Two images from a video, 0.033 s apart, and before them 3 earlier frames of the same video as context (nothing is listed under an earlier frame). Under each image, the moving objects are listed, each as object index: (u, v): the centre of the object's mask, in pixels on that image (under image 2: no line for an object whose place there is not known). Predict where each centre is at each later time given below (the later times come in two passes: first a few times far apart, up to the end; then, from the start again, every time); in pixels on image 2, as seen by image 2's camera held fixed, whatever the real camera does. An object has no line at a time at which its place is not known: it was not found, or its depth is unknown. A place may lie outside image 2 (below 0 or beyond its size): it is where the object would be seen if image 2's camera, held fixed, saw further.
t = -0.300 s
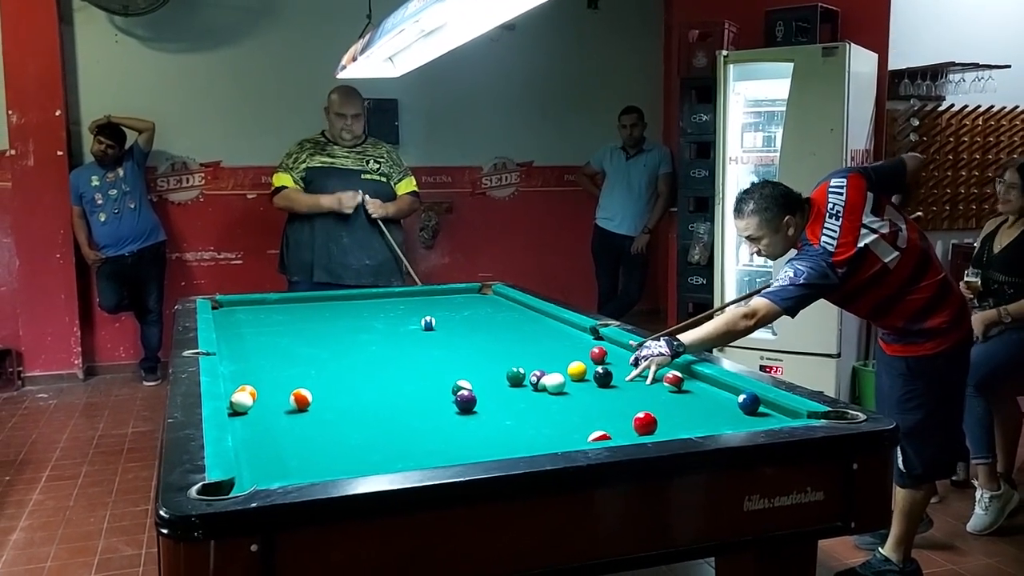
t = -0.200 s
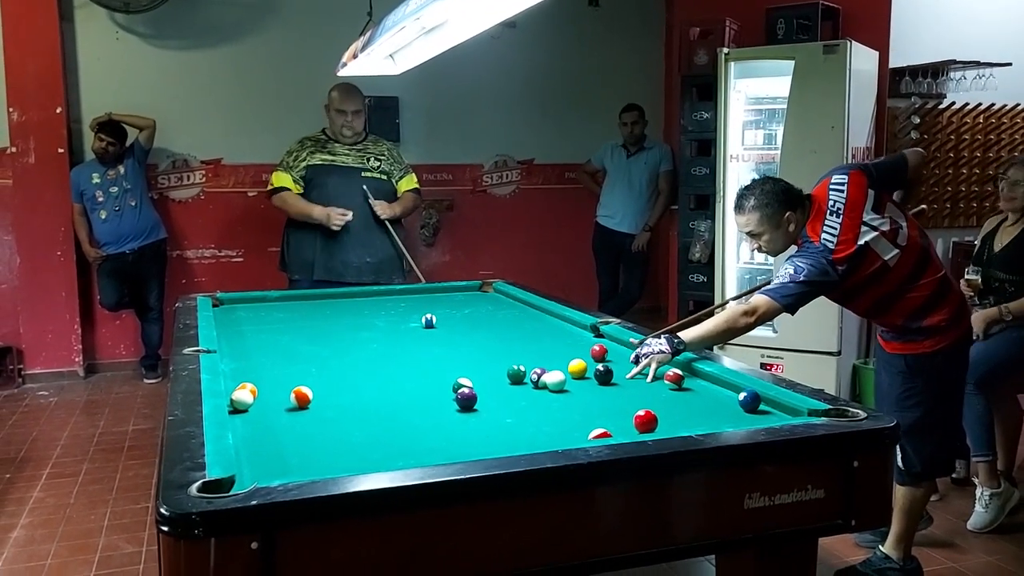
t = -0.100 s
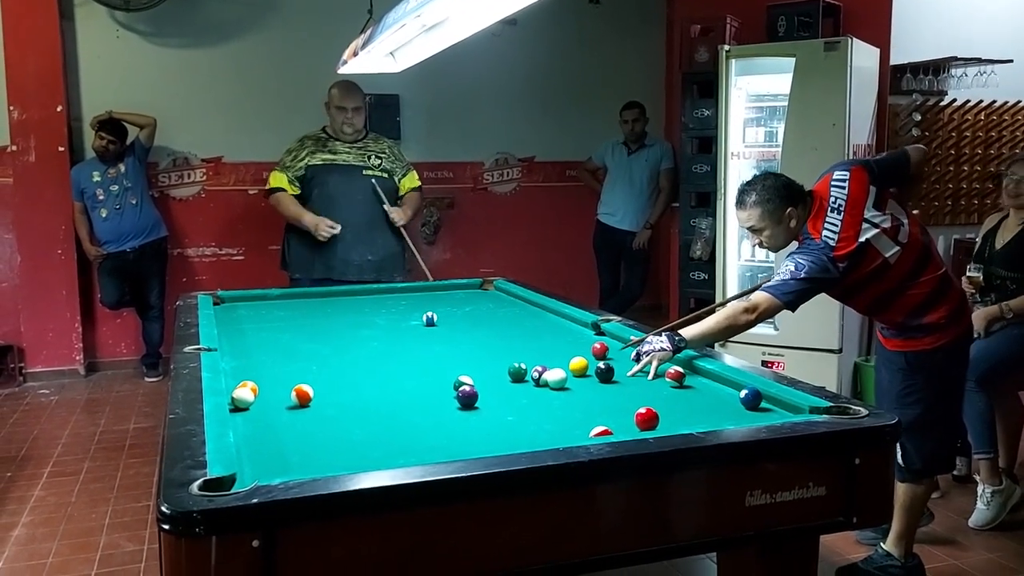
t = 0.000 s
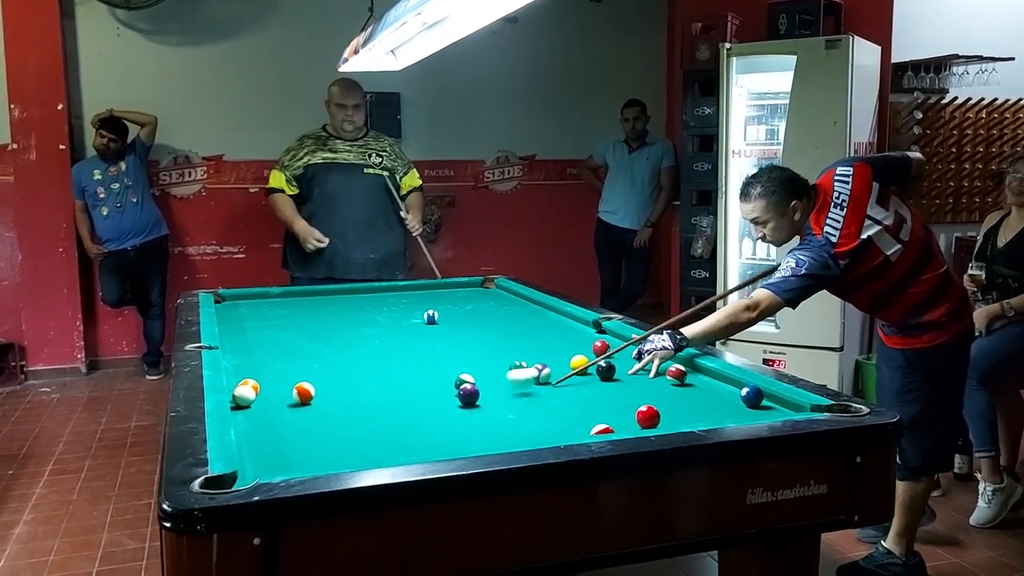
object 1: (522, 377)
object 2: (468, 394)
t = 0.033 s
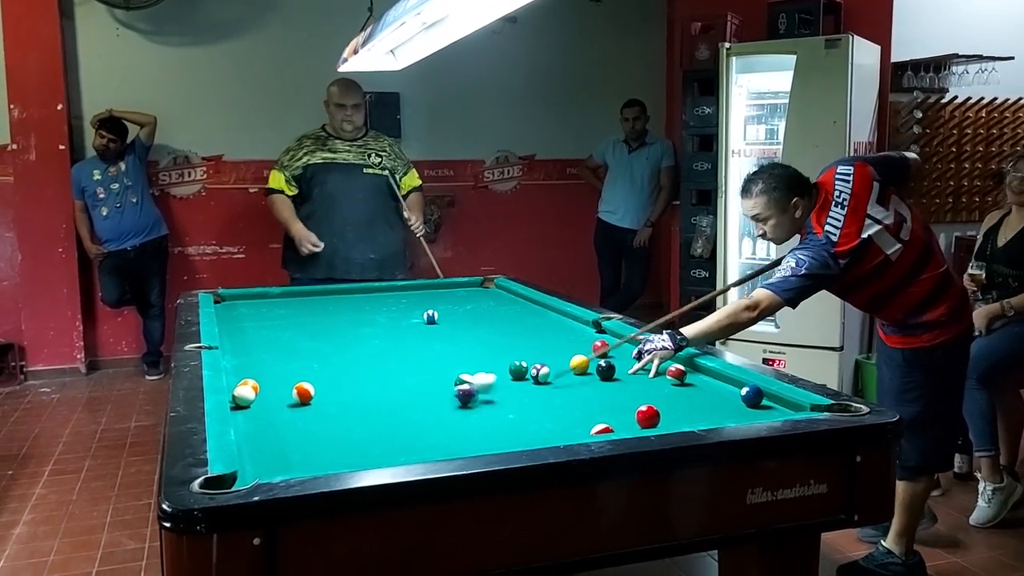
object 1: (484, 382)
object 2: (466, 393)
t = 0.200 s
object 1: (434, 380)
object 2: (293, 444)
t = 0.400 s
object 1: (397, 381)
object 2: (366, 457)
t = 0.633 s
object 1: (364, 376)
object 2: (483, 435)
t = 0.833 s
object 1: (338, 371)
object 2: (562, 413)
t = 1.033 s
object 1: (315, 367)
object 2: (628, 394)
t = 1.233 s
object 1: (294, 363)
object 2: (685, 379)
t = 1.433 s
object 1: (276, 359)
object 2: (688, 375)
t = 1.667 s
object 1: (257, 356)
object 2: (636, 375)
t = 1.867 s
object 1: (242, 354)
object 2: (601, 375)
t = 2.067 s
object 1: (230, 351)
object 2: (570, 378)
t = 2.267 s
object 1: (231, 350)
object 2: (541, 380)
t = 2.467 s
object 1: (243, 348)
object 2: (514, 382)
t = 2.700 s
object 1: (255, 346)
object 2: (484, 385)
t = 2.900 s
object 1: (265, 345)
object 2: (461, 386)
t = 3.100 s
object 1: (273, 344)
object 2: (438, 389)
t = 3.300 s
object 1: (279, 343)
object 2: (418, 390)
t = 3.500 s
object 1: (284, 343)
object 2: (400, 392)
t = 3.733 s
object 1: (289, 342)
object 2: (382, 394)
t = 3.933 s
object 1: (292, 342)
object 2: (368, 396)
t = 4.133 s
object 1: (294, 342)
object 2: (357, 397)
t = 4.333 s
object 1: (295, 341)
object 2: (349, 398)
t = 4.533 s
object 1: (295, 341)
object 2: (342, 399)
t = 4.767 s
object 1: (295, 341)
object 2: (338, 400)
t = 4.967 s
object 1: (295, 341)
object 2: (337, 400)
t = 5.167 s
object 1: (295, 341)
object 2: (338, 400)
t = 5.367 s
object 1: (295, 341)
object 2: (338, 400)
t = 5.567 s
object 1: (295, 341)
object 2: (338, 400)
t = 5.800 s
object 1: (295, 341)
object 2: (338, 400)
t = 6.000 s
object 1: (294, 341)
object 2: (338, 400)
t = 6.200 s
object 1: (295, 341)
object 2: (338, 400)
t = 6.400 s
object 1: (295, 341)
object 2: (338, 400)
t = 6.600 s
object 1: (295, 341)
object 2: (338, 400)
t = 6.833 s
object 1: (294, 341)
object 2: (338, 399)
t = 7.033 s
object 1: (294, 341)
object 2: (338, 400)
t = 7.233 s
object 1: (294, 341)
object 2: (337, 400)
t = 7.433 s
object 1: (294, 341)
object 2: (338, 400)
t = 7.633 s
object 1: (295, 341)
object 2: (338, 400)
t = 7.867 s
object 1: (294, 341)
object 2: (338, 400)
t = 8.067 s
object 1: (294, 341)
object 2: (337, 400)
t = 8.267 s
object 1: (294, 341)
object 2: (338, 400)
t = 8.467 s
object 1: (294, 341)
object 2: (338, 401)
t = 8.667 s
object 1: (294, 341)
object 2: (338, 400)
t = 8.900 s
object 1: (294, 341)
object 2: (339, 400)
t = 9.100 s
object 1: (295, 341)
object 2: (339, 400)
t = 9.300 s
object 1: (295, 341)
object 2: (338, 400)
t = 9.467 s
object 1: (295, 341)
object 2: (338, 400)
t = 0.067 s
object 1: (471, 376)
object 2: (437, 400)
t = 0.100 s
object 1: (462, 372)
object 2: (404, 410)
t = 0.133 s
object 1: (452, 371)
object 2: (369, 422)
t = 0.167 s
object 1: (443, 374)
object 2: (332, 433)
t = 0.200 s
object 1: (434, 380)
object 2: (293, 444)
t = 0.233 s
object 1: (426, 383)
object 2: (253, 457)
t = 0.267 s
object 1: (419, 380)
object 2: (267, 460)
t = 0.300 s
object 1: (413, 381)
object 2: (293, 459)
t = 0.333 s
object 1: (407, 382)
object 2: (319, 459)
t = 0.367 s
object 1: (402, 382)
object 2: (343, 457)
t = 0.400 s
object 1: (397, 381)
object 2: (366, 457)
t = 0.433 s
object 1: (392, 380)
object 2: (387, 454)
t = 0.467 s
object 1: (387, 380)
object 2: (404, 450)
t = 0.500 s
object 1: (382, 379)
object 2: (421, 448)
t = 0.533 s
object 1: (377, 378)
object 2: (437, 444)
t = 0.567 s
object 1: (373, 377)
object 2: (453, 441)
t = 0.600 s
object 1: (368, 376)
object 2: (468, 438)
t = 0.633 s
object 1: (364, 376)
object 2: (483, 435)
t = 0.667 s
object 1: (359, 375)
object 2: (497, 431)
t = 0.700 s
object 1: (355, 374)
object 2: (511, 427)
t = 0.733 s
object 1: (350, 373)
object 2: (524, 423)
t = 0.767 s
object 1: (346, 372)
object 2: (537, 420)
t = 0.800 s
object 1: (342, 371)
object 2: (549, 417)
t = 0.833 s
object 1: (338, 371)
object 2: (562, 413)
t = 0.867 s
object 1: (334, 370)
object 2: (573, 410)
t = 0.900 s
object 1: (330, 369)
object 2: (585, 406)
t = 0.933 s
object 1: (326, 369)
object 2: (596, 403)
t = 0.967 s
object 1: (322, 368)
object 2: (607, 400)
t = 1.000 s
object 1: (318, 367)
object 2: (618, 397)
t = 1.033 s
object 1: (315, 367)
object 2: (628, 394)
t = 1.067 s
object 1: (311, 366)
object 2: (638, 391)
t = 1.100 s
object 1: (307, 365)
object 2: (648, 389)
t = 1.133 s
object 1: (304, 365)
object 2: (657, 386)
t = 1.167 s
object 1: (301, 364)
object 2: (666, 384)
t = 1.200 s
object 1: (297, 363)
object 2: (676, 381)
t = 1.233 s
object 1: (294, 363)
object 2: (685, 379)
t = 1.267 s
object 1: (291, 362)
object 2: (695, 377)
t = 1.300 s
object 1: (288, 362)
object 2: (704, 377)
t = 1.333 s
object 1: (284, 361)
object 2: (714, 376)
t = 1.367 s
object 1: (281, 361)
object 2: (705, 376)
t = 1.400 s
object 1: (279, 360)
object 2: (696, 375)
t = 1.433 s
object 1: (276, 359)
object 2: (688, 375)
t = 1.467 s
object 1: (273, 359)
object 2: (681, 375)
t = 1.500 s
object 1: (270, 358)
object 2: (673, 374)
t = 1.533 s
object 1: (267, 358)
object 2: (666, 374)
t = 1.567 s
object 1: (264, 358)
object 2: (659, 374)
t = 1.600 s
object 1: (262, 357)
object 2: (651, 375)
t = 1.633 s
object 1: (259, 357)
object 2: (644, 374)
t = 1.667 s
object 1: (257, 356)
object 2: (636, 375)
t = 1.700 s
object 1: (254, 356)
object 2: (629, 374)
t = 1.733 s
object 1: (251, 355)
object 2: (622, 374)
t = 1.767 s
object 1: (249, 355)
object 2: (616, 374)
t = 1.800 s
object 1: (246, 354)
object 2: (610, 374)
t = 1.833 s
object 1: (244, 354)
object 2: (605, 375)
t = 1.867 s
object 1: (242, 354)
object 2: (601, 375)
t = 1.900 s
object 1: (240, 353)
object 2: (595, 375)
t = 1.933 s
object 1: (238, 353)
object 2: (590, 376)
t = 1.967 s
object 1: (236, 352)
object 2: (585, 376)
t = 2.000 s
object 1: (234, 352)
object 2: (580, 377)
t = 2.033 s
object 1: (232, 352)
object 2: (576, 378)
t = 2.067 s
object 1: (230, 351)
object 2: (570, 378)
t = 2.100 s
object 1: (228, 351)
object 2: (565, 378)
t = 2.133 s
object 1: (227, 350)
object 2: (561, 378)
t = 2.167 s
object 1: (226, 350)
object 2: (556, 379)
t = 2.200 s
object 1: (228, 350)
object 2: (551, 379)
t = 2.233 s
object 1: (229, 350)
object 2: (546, 380)
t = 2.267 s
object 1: (231, 350)
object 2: (541, 380)
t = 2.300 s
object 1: (233, 349)
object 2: (536, 380)
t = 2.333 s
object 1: (235, 349)
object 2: (532, 381)
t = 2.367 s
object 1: (237, 349)
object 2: (528, 381)
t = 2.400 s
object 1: (239, 348)
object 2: (523, 381)
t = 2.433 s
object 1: (241, 348)
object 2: (518, 382)
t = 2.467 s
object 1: (243, 348)
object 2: (514, 382)
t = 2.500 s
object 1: (245, 347)
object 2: (510, 382)
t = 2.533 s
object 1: (247, 347)
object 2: (505, 382)
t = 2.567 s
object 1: (249, 347)
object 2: (501, 383)
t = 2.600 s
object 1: (250, 346)
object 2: (497, 383)
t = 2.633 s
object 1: (252, 346)
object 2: (492, 384)
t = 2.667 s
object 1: (254, 346)
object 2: (488, 384)
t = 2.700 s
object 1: (255, 346)
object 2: (484, 385)
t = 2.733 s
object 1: (257, 346)
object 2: (480, 385)
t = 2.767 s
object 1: (259, 346)
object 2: (476, 386)
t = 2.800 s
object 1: (260, 345)
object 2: (472, 385)
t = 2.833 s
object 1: (262, 345)
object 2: (468, 386)
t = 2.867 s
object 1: (263, 345)
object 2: (464, 386)
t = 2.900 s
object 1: (265, 345)
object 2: (461, 386)
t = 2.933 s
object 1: (266, 345)
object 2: (456, 387)
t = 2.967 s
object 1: (267, 344)
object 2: (453, 387)
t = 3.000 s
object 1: (269, 344)
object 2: (449, 388)
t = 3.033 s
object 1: (270, 344)
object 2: (446, 388)
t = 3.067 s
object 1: (272, 344)
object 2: (442, 388)
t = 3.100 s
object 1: (273, 344)
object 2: (438, 389)
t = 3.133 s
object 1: (274, 344)
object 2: (435, 389)
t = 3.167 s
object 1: (275, 344)
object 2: (431, 389)
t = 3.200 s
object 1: (276, 344)
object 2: (428, 389)
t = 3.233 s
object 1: (277, 343)
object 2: (425, 389)
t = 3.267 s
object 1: (278, 343)
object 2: (421, 390)
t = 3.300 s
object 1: (279, 343)
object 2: (418, 390)
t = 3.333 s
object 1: (280, 343)
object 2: (415, 391)
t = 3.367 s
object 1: (281, 343)
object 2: (412, 391)
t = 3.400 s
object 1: (282, 343)
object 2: (409, 391)
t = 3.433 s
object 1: (283, 343)
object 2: (406, 392)
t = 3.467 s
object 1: (284, 343)
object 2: (403, 392)
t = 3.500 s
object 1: (284, 343)
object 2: (400, 392)
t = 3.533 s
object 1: (285, 343)
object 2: (397, 393)
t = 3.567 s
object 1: (285, 342)
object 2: (394, 393)
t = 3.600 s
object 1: (286, 342)
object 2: (392, 393)
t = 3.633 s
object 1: (287, 342)
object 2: (389, 393)
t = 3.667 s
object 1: (288, 342)
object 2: (387, 394)
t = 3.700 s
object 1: (289, 342)
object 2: (384, 394)
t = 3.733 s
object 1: (289, 342)
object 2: (382, 394)
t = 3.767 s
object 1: (290, 342)
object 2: (379, 395)
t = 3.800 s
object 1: (290, 342)
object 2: (377, 395)
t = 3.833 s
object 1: (291, 342)
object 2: (375, 395)
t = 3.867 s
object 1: (291, 342)
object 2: (373, 395)
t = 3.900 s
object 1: (292, 342)
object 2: (370, 395)
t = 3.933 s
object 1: (292, 342)
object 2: (368, 396)
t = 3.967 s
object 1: (292, 342)
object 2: (366, 396)
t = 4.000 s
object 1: (293, 342)
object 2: (364, 396)
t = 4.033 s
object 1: (293, 342)
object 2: (362, 396)
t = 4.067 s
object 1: (293, 342)
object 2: (361, 396)
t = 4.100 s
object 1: (294, 342)
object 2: (359, 397)
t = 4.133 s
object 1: (294, 342)
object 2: (357, 397)
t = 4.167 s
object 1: (294, 341)
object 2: (356, 397)
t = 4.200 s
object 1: (294, 342)
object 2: (354, 398)
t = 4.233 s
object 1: (295, 341)
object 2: (353, 397)
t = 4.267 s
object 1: (295, 341)
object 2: (352, 398)
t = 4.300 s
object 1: (295, 341)
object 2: (350, 398)
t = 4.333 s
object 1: (295, 341)
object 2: (349, 398)
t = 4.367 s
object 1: (295, 341)
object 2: (348, 398)
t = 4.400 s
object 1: (295, 341)
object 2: (347, 398)
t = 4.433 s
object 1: (295, 341)
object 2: (345, 398)
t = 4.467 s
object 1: (295, 341)
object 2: (344, 398)
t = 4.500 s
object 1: (295, 341)
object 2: (343, 399)
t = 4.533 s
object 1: (295, 341)
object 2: (342, 399)
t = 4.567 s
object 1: (295, 341)
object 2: (342, 399)
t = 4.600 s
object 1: (295, 341)
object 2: (341, 399)
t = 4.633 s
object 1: (295, 341)
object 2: (340, 399)
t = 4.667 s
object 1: (295, 341)
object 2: (340, 399)
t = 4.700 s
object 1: (295, 341)
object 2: (339, 400)
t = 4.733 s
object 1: (295, 341)
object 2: (339, 400)
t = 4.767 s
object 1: (295, 341)
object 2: (338, 400)
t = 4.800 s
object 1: (295, 341)
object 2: (338, 400)
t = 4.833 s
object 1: (295, 341)
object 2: (338, 400)
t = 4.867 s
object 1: (295, 341)
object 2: (338, 400)
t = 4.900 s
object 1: (295, 341)
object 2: (338, 400)
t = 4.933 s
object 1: (295, 341)
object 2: (338, 400)
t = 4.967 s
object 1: (295, 341)
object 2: (337, 400)
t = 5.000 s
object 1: (295, 341)
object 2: (337, 400)
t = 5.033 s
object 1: (295, 341)
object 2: (338, 400)
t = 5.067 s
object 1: (295, 341)
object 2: (337, 400)
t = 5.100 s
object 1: (295, 341)
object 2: (337, 400)
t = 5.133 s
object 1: (295, 341)
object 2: (338, 400)
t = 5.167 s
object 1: (295, 341)
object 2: (338, 400)
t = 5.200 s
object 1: (295, 341)
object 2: (338, 400)
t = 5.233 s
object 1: (295, 341)
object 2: (338, 400)
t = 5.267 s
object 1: (295, 341)
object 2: (338, 400)
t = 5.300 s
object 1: (295, 341)
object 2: (338, 400)
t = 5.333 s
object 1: (295, 341)
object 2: (338, 400)
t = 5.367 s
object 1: (295, 341)
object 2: (338, 400)
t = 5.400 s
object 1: (295, 341)
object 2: (338, 400)
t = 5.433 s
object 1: (295, 341)
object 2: (338, 400)
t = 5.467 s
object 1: (295, 341)
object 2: (338, 400)
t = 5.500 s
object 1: (295, 341)
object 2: (338, 400)
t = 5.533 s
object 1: (295, 341)
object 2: (337, 400)
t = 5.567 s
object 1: (295, 341)
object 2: (338, 400)
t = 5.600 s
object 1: (294, 341)
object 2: (337, 400)
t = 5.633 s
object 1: (294, 341)
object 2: (337, 400)
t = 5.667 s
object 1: (294, 341)
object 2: (337, 400)
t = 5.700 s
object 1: (294, 341)
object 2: (337, 400)
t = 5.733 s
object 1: (294, 341)
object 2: (337, 400)
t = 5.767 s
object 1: (294, 341)
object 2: (337, 400)
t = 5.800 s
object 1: (295, 341)
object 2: (338, 400)
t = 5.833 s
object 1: (294, 341)
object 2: (337, 399)
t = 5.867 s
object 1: (295, 341)
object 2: (338, 400)
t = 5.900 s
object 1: (294, 341)
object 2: (338, 400)
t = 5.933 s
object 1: (294, 341)
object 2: (338, 400)
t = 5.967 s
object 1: (294, 341)
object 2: (338, 400)
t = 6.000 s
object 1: (294, 341)
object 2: (338, 400)
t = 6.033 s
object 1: (294, 341)
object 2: (338, 400)
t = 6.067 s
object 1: (294, 341)
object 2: (338, 400)
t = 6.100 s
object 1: (295, 341)
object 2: (338, 400)
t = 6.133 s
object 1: (294, 341)
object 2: (338, 400)
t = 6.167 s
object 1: (294, 341)
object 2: (338, 400)
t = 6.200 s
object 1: (295, 341)
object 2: (338, 400)
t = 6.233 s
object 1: (294, 341)
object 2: (338, 400)
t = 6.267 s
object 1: (294, 341)
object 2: (338, 400)
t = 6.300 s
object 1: (294, 341)
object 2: (338, 400)
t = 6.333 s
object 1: (294, 341)
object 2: (338, 400)
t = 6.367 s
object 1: (294, 341)
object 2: (338, 400)
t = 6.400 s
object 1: (295, 341)
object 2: (338, 400)
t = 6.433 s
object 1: (295, 341)
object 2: (338, 400)
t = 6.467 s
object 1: (295, 341)
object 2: (338, 400)
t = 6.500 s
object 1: (294, 341)
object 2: (338, 400)
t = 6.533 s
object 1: (295, 341)
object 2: (338, 400)
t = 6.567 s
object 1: (295, 341)
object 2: (338, 400)
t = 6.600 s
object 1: (295, 341)
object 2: (338, 400)
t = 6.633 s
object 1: (294, 341)
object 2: (338, 400)
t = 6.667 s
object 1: (294, 341)
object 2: (338, 400)
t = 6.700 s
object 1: (294, 341)
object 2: (338, 400)
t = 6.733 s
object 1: (294, 341)
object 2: (338, 400)
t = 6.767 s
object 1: (295, 341)
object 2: (338, 400)
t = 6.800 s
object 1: (295, 341)
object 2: (338, 400)
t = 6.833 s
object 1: (294, 341)
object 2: (338, 399)
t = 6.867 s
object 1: (294, 341)
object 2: (338, 400)
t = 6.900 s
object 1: (294, 341)
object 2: (338, 400)
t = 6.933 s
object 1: (294, 341)
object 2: (338, 399)
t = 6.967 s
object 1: (294, 341)
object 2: (337, 400)
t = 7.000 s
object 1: (294, 341)
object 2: (338, 400)
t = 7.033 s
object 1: (294, 341)
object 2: (338, 400)
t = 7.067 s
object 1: (294, 341)
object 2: (338, 400)
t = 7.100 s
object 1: (294, 341)
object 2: (338, 400)
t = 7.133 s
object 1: (294, 341)
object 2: (338, 400)
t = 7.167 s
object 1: (294, 341)
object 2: (337, 400)
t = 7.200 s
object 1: (294, 341)
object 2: (337, 400)
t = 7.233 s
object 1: (294, 341)
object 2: (337, 400)
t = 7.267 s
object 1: (294, 341)
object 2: (338, 400)
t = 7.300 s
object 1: (294, 341)
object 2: (338, 400)
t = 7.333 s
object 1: (294, 341)
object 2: (337, 400)
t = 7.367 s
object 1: (294, 341)
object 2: (337, 400)
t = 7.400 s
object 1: (295, 341)
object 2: (337, 400)
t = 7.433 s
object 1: (294, 341)
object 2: (338, 400)
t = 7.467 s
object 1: (295, 341)
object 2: (338, 400)
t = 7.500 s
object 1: (295, 341)
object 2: (338, 400)
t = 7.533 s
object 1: (295, 341)
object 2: (338, 400)
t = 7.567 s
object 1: (295, 341)
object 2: (338, 400)
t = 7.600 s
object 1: (295, 341)
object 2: (338, 400)
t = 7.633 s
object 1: (295, 341)
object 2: (338, 400)
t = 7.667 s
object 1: (295, 341)
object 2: (338, 400)
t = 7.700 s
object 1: (295, 341)
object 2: (338, 400)
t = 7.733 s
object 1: (294, 341)
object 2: (338, 400)
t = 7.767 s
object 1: (294, 341)
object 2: (338, 400)
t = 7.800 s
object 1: (294, 341)
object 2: (338, 401)
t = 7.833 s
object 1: (294, 341)
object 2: (338, 401)
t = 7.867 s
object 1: (294, 341)
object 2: (338, 400)
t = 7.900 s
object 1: (294, 341)
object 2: (338, 400)
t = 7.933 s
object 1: (294, 341)
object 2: (337, 400)
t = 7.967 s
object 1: (294, 341)
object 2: (338, 400)
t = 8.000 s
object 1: (294, 341)
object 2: (338, 400)
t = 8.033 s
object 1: (294, 341)
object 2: (338, 401)
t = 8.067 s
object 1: (294, 341)
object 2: (337, 400)
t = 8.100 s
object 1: (294, 341)
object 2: (337, 400)
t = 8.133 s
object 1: (294, 341)
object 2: (337, 400)
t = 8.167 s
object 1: (294, 341)
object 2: (338, 400)
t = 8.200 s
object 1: (294, 341)
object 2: (338, 400)
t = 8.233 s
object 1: (294, 341)
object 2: (338, 400)
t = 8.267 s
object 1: (294, 341)
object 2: (338, 400)
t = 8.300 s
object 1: (294, 341)
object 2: (338, 400)
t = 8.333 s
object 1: (294, 341)
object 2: (338, 400)
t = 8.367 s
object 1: (294, 341)
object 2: (338, 400)
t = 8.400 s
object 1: (294, 341)
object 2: (338, 400)
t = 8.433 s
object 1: (294, 341)
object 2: (338, 400)
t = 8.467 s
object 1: (294, 341)
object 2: (338, 401)
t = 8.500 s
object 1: (294, 341)
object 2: (338, 401)
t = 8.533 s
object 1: (294, 341)
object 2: (337, 401)
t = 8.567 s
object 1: (294, 341)
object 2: (338, 401)
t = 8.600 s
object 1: (294, 341)
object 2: (338, 401)
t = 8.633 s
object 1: (294, 341)
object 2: (338, 400)
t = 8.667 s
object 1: (294, 341)
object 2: (338, 400)
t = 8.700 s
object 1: (294, 341)
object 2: (338, 400)
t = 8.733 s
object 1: (294, 341)
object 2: (338, 400)
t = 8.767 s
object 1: (294, 341)
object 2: (339, 400)
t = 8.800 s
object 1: (294, 341)
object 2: (339, 400)
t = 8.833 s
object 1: (294, 341)
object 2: (339, 400)
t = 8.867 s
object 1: (294, 341)
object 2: (339, 400)
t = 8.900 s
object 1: (294, 341)
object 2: (339, 400)
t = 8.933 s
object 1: (294, 341)
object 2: (339, 400)
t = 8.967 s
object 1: (295, 341)
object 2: (339, 400)
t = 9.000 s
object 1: (295, 341)
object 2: (339, 400)
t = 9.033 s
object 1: (295, 341)
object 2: (339, 400)
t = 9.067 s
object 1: (295, 341)
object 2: (339, 400)
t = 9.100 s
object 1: (295, 341)
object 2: (339, 400)
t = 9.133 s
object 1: (295, 341)
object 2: (338, 400)
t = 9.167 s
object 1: (295, 341)
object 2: (338, 400)
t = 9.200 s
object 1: (295, 341)
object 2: (338, 400)
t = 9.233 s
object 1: (295, 341)
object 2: (338, 400)
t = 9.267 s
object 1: (295, 341)
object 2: (338, 400)
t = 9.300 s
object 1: (295, 341)
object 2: (338, 400)
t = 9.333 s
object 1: (295, 341)
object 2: (338, 400)
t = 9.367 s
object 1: (295, 341)
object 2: (338, 400)
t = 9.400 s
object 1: (295, 341)
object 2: (338, 400)
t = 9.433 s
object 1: (295, 341)
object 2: (338, 400)
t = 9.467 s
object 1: (295, 341)
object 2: (338, 400)
